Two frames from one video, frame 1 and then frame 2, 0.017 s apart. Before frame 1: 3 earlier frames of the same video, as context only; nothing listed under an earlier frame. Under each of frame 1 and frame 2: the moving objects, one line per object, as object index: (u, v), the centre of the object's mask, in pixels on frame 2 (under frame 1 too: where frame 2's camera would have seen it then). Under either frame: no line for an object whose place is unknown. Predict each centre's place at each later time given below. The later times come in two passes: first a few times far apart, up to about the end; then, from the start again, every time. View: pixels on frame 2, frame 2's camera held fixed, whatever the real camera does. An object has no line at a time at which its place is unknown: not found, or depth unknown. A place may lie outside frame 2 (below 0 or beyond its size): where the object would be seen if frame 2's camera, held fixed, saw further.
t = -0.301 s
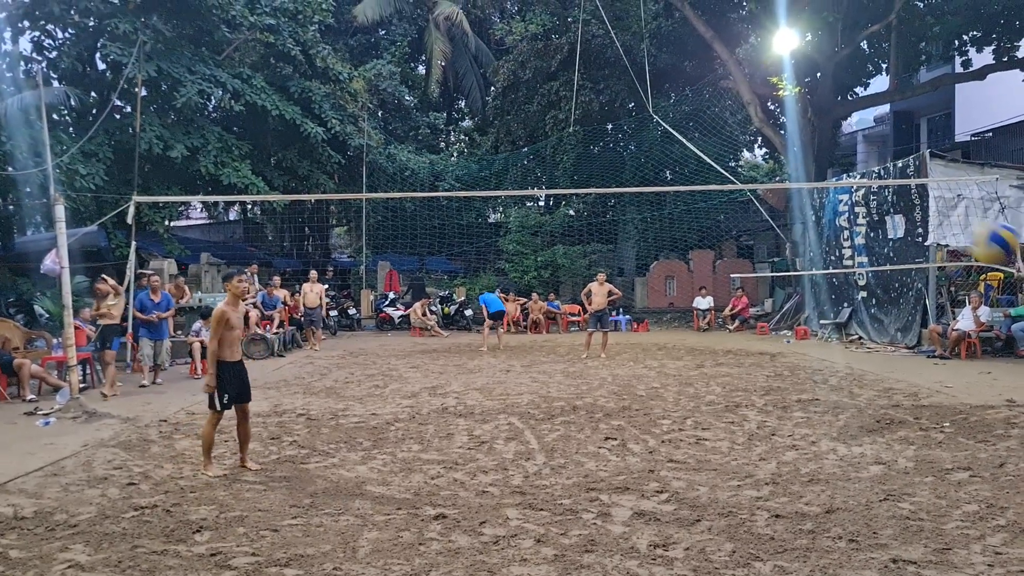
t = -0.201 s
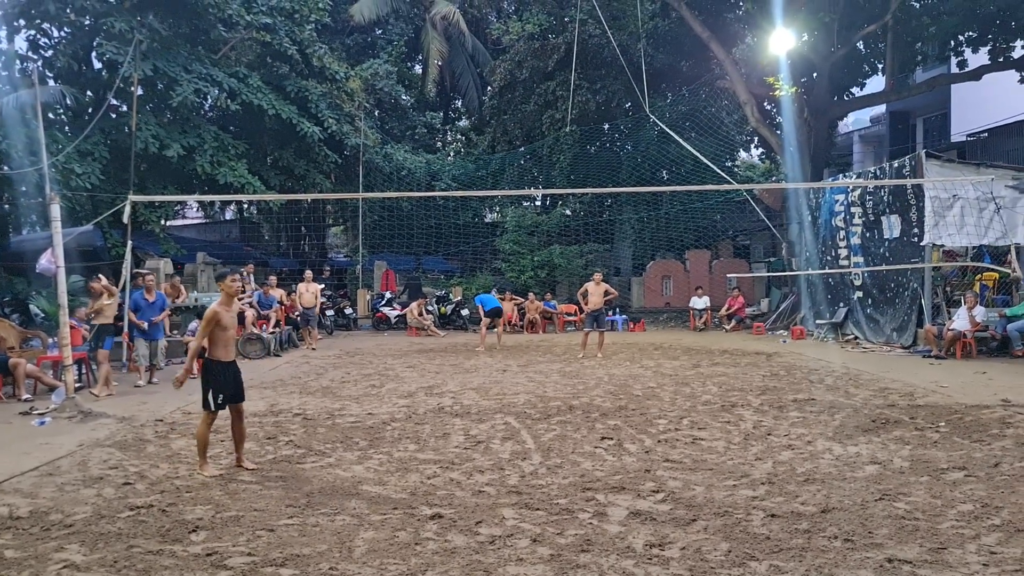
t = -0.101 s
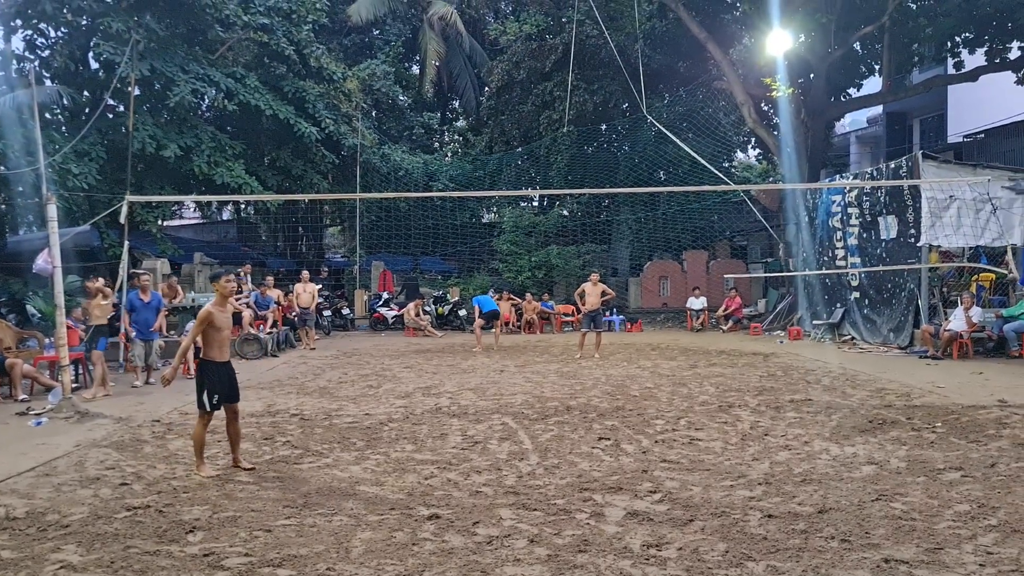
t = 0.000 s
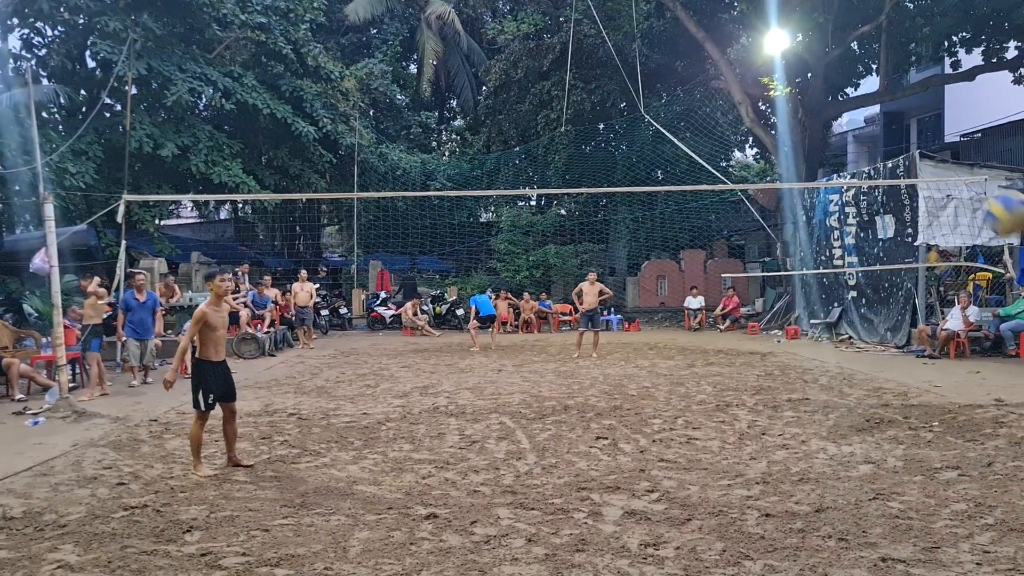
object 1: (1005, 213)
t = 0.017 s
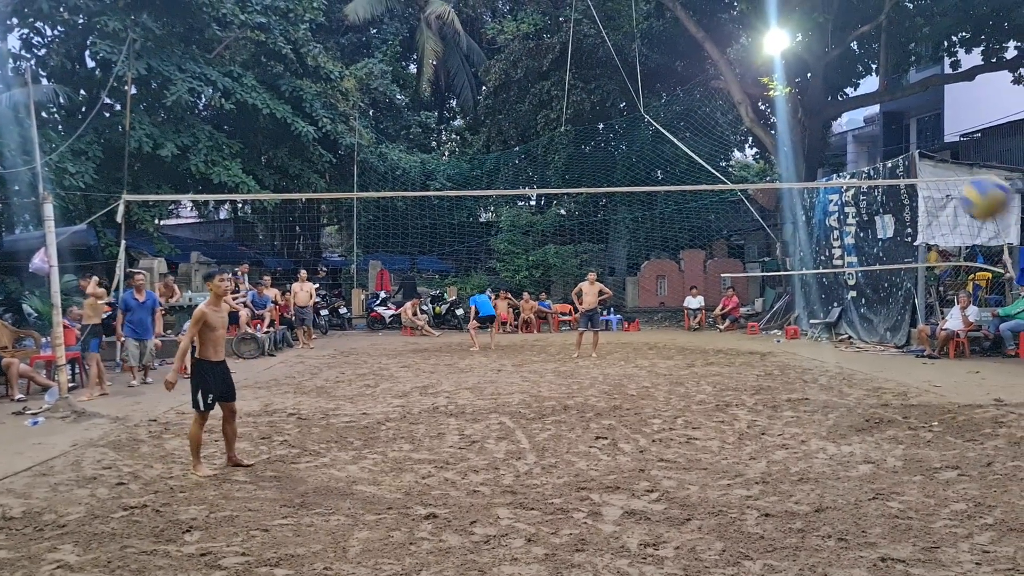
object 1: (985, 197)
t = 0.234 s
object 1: (728, 70)
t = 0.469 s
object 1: (518, 48)
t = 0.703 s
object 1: (353, 111)
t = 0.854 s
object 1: (268, 184)
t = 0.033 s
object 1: (962, 182)
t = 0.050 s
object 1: (940, 168)
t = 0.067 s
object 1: (919, 155)
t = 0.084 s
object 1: (898, 143)
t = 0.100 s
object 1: (879, 133)
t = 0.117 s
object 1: (858, 122)
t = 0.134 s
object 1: (835, 112)
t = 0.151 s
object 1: (817, 103)
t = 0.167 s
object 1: (801, 92)
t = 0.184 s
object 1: (780, 87)
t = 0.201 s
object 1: (758, 81)
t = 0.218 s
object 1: (746, 76)
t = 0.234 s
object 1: (728, 70)
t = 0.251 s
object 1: (711, 65)
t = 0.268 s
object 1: (695, 61)
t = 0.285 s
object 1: (678, 57)
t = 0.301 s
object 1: (662, 53)
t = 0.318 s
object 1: (646, 50)
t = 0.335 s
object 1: (631, 48)
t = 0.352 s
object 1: (615, 46)
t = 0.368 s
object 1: (600, 44)
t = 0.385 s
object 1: (587, 45)
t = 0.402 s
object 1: (571, 44)
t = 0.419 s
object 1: (557, 44)
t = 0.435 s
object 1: (544, 45)
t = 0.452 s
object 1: (531, 46)
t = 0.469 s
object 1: (518, 48)
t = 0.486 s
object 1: (504, 49)
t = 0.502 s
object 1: (490, 52)
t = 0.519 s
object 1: (478, 55)
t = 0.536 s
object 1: (466, 59)
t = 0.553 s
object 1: (453, 62)
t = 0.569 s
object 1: (441, 66)
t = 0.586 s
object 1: (430, 70)
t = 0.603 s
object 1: (418, 76)
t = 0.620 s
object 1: (407, 80)
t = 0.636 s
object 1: (396, 87)
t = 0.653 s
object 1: (385, 92)
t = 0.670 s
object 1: (375, 98)
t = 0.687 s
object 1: (364, 104)
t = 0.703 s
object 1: (353, 111)
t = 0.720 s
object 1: (344, 118)
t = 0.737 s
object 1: (333, 126)
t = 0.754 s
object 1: (323, 133)
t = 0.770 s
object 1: (314, 142)
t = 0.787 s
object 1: (304, 150)
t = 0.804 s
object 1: (294, 158)
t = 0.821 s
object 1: (285, 167)
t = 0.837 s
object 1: (277, 176)
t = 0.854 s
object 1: (268, 184)
